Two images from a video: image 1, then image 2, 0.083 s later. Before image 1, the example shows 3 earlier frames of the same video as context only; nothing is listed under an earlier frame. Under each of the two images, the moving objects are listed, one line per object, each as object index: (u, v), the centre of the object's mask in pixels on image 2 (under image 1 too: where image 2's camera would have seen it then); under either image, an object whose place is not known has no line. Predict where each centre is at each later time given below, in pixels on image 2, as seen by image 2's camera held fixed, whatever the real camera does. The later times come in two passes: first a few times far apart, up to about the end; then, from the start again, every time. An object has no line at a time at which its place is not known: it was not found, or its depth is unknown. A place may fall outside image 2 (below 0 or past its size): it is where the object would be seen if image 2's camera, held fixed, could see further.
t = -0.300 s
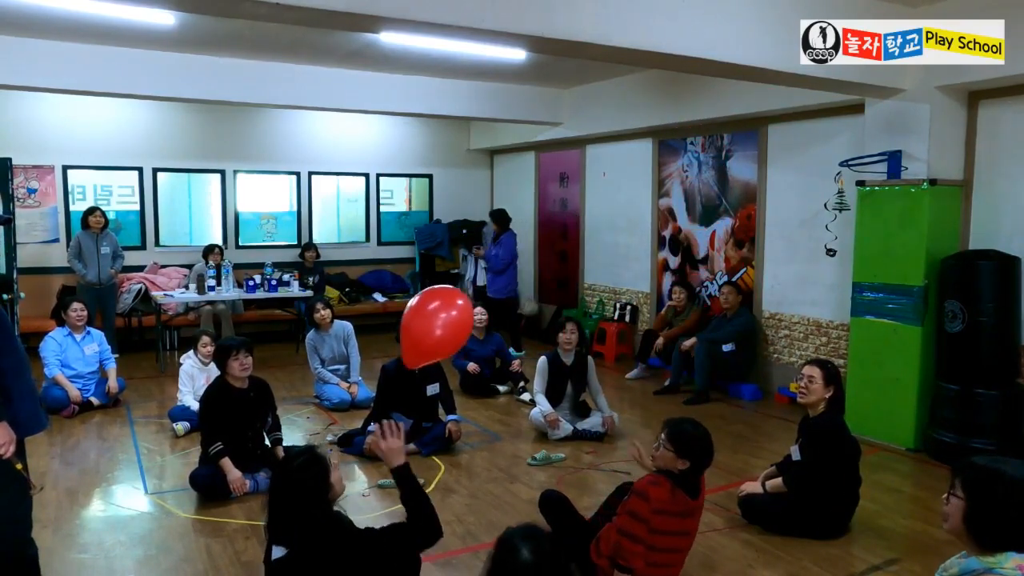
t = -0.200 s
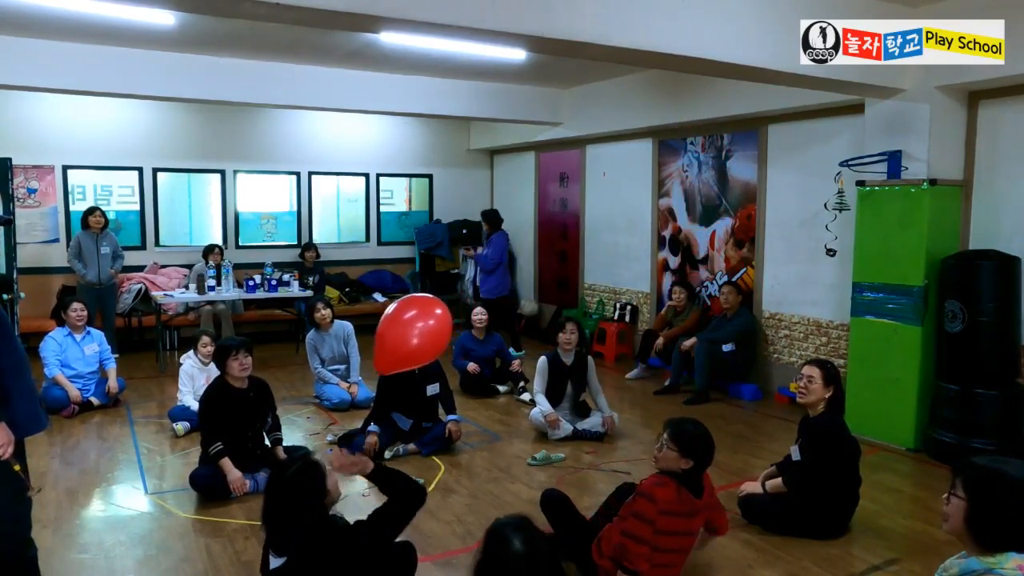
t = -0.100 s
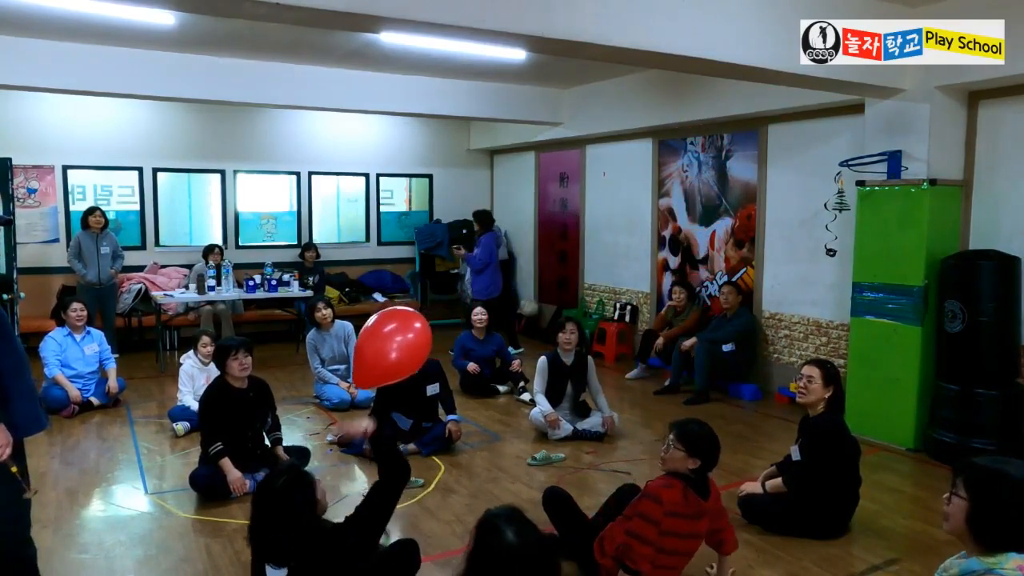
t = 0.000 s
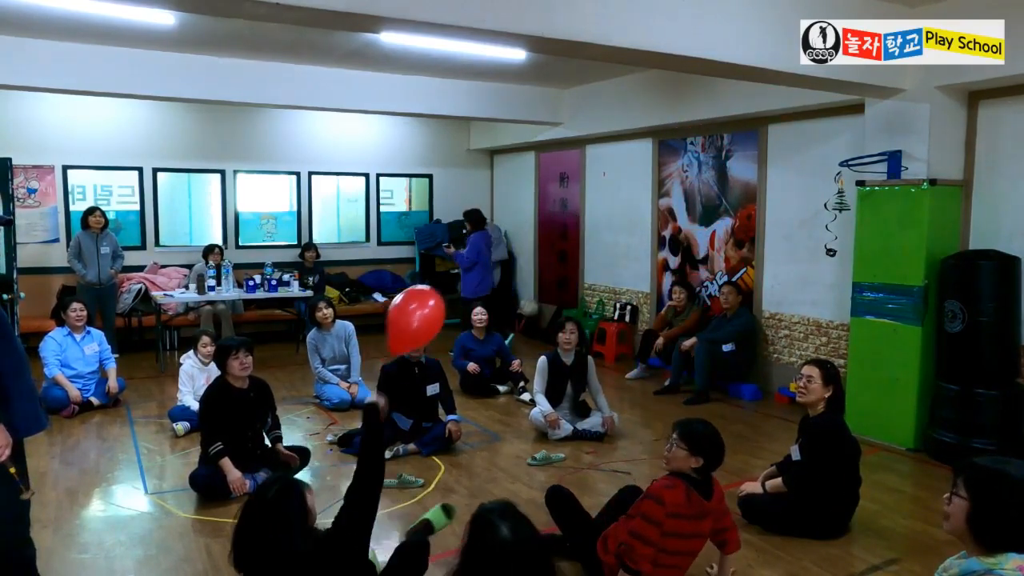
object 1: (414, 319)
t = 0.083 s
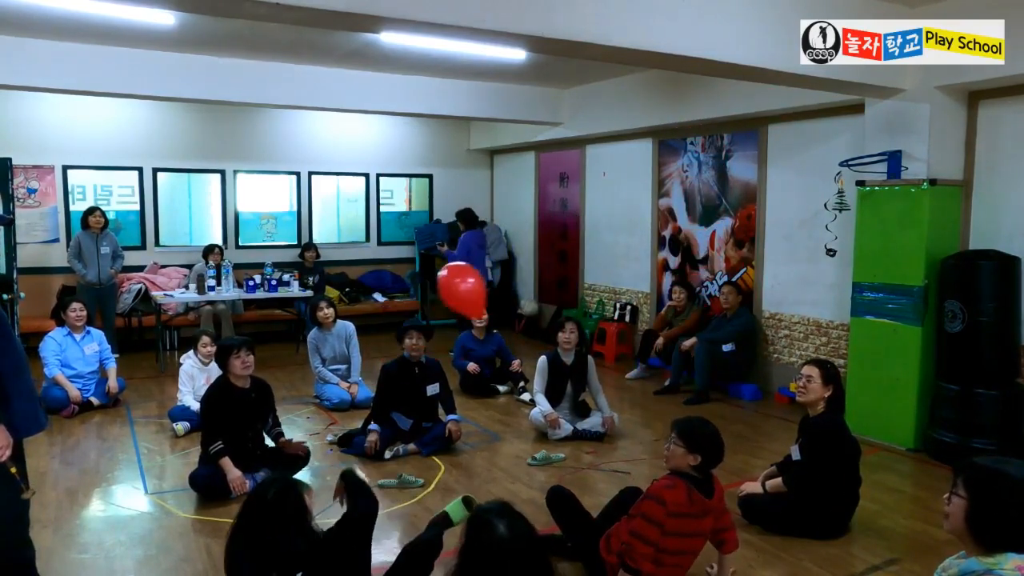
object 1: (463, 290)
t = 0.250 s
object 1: (525, 268)
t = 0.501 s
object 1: (562, 269)
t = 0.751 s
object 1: (580, 287)
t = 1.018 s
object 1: (589, 314)
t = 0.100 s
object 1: (473, 286)
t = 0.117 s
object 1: (482, 284)
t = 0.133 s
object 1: (489, 281)
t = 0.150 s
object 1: (496, 278)
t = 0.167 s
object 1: (503, 276)
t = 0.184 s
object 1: (508, 274)
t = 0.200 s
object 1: (513, 272)
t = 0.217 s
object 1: (517, 271)
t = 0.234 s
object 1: (521, 269)
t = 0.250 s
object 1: (525, 268)
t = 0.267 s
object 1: (529, 267)
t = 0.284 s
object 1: (532, 267)
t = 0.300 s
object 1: (535, 266)
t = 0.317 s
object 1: (538, 266)
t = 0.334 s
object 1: (541, 265)
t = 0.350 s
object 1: (543, 265)
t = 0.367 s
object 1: (546, 265)
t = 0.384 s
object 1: (548, 265)
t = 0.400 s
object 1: (550, 266)
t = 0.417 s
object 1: (553, 266)
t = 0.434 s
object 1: (555, 266)
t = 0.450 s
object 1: (557, 267)
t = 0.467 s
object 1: (558, 267)
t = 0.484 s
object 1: (560, 268)
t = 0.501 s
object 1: (562, 269)
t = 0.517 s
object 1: (563, 270)
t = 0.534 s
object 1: (565, 271)
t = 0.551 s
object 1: (567, 272)
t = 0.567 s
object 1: (568, 273)
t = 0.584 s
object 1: (569, 274)
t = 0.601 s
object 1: (571, 275)
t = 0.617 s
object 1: (572, 276)
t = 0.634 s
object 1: (573, 277)
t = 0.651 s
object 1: (575, 279)
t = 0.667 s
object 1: (575, 280)
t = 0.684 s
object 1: (577, 281)
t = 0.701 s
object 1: (578, 282)
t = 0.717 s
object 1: (578, 284)
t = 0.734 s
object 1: (579, 285)
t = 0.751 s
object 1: (580, 287)
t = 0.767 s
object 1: (581, 288)
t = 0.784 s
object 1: (582, 290)
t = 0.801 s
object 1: (582, 291)
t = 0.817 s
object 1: (583, 293)
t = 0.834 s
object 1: (584, 295)
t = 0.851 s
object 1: (584, 296)
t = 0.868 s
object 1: (585, 298)
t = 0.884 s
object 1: (585, 300)
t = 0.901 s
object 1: (586, 302)
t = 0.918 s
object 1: (586, 303)
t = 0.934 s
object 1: (587, 305)
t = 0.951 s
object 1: (587, 307)
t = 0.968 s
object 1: (587, 308)
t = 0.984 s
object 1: (588, 311)
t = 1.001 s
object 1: (588, 312)
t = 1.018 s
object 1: (589, 314)
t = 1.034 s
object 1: (589, 316)
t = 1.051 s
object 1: (590, 318)
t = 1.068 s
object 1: (590, 320)
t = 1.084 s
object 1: (592, 322)
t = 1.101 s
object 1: (592, 324)
